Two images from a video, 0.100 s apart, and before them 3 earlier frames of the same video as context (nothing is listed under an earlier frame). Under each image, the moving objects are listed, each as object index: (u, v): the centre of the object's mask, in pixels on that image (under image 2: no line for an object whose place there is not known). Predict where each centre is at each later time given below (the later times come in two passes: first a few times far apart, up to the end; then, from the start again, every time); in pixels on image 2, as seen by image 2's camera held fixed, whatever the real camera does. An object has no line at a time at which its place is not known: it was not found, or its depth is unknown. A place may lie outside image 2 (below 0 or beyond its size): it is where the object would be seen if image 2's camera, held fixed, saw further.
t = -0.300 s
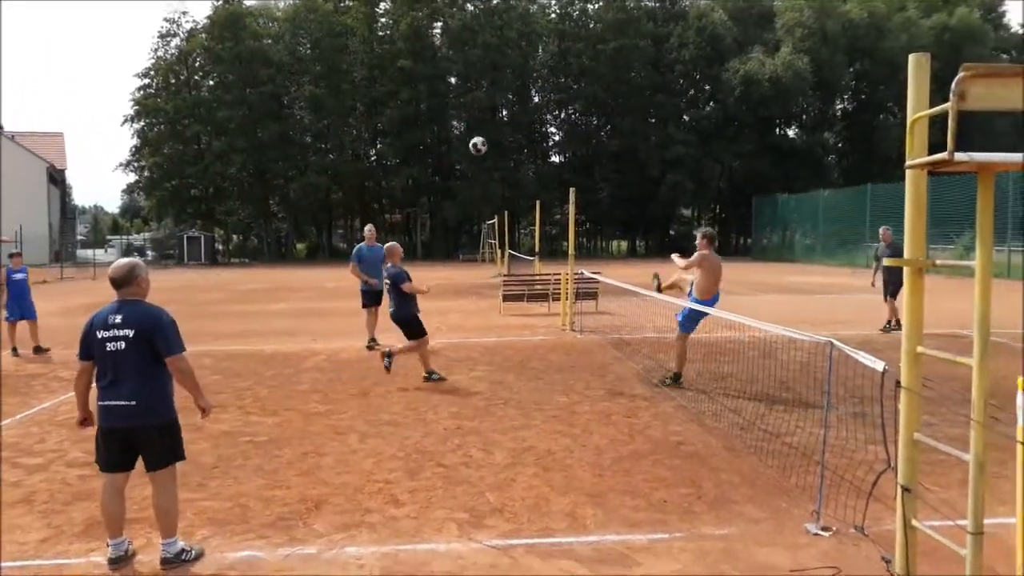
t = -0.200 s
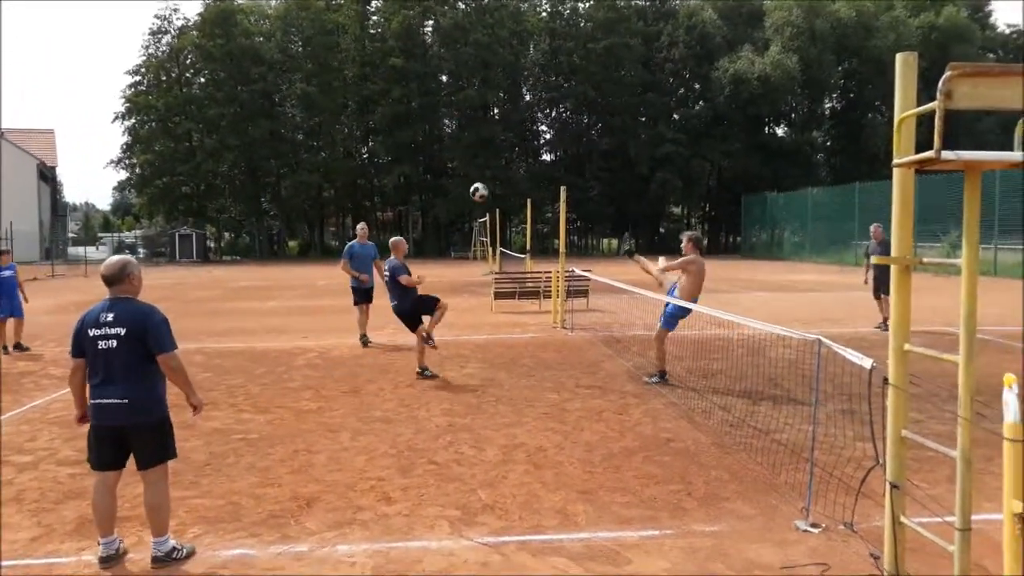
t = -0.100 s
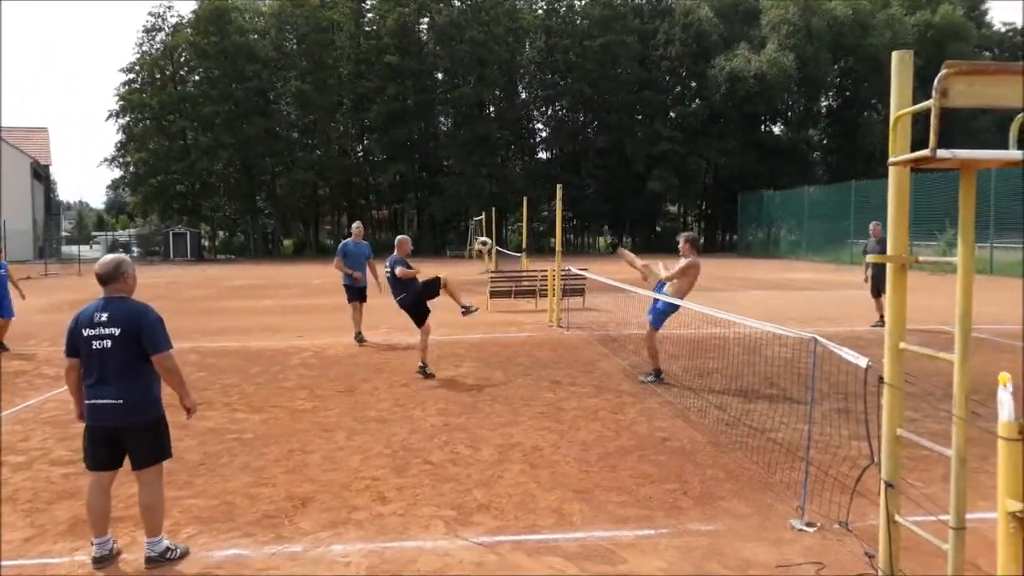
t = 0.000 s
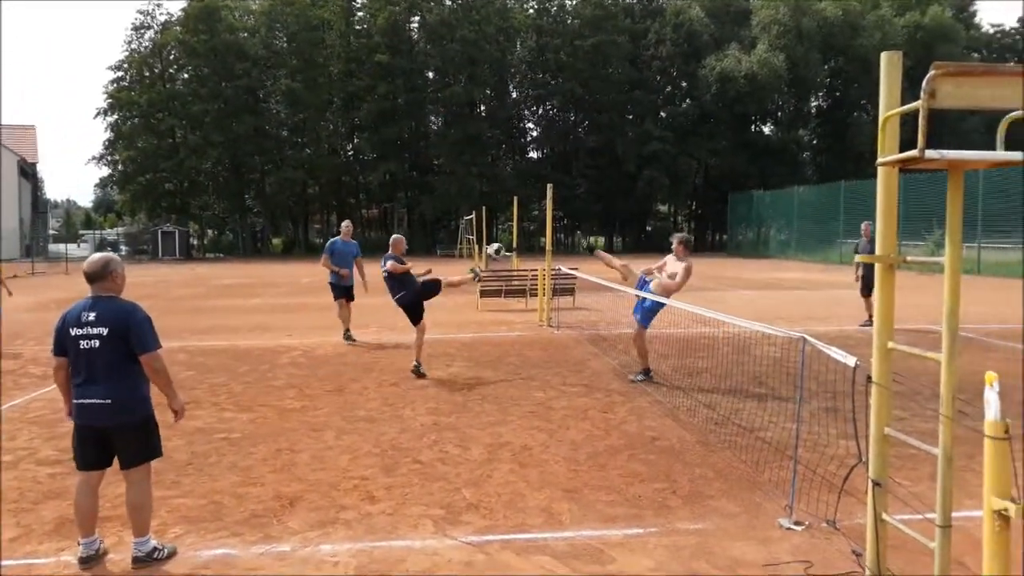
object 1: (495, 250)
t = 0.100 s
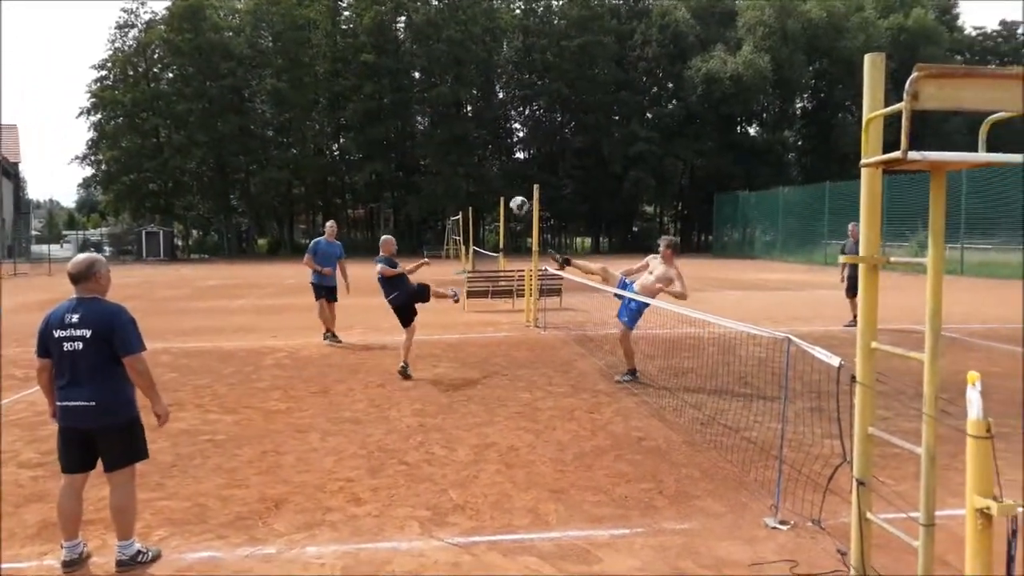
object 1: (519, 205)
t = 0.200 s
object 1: (558, 164)
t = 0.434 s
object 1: (656, 96)
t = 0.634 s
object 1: (750, 74)
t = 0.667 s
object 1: (770, 73)
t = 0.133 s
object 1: (531, 190)
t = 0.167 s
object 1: (544, 177)
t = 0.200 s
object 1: (558, 164)
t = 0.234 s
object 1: (571, 152)
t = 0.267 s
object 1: (584, 140)
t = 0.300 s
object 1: (598, 130)
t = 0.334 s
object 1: (612, 120)
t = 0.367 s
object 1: (626, 111)
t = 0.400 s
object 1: (642, 103)
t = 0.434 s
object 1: (656, 96)
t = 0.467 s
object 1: (671, 90)
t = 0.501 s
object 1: (687, 84)
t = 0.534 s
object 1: (702, 80)
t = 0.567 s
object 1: (719, 77)
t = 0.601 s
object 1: (734, 75)
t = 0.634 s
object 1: (750, 74)
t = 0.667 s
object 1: (770, 73)
